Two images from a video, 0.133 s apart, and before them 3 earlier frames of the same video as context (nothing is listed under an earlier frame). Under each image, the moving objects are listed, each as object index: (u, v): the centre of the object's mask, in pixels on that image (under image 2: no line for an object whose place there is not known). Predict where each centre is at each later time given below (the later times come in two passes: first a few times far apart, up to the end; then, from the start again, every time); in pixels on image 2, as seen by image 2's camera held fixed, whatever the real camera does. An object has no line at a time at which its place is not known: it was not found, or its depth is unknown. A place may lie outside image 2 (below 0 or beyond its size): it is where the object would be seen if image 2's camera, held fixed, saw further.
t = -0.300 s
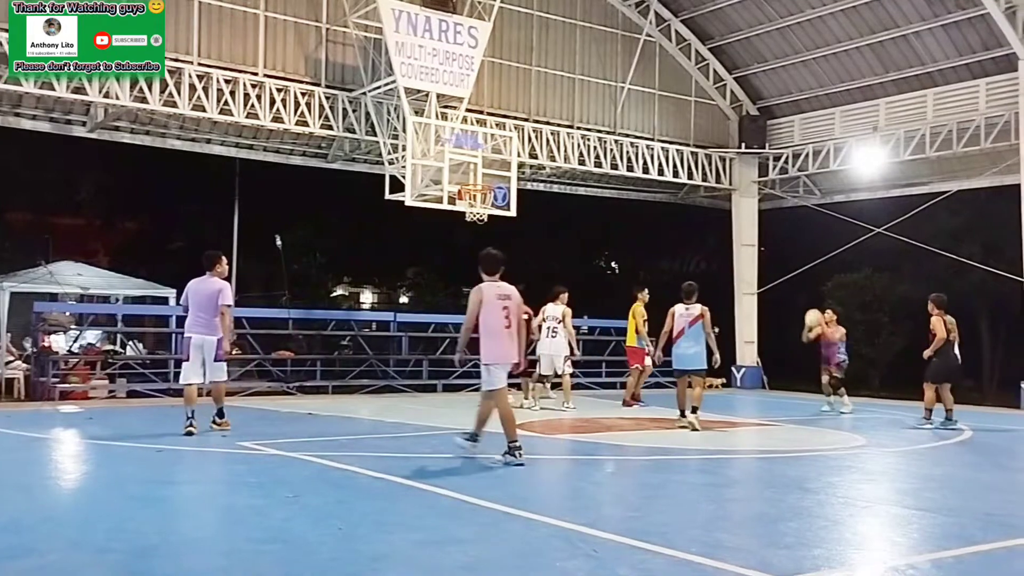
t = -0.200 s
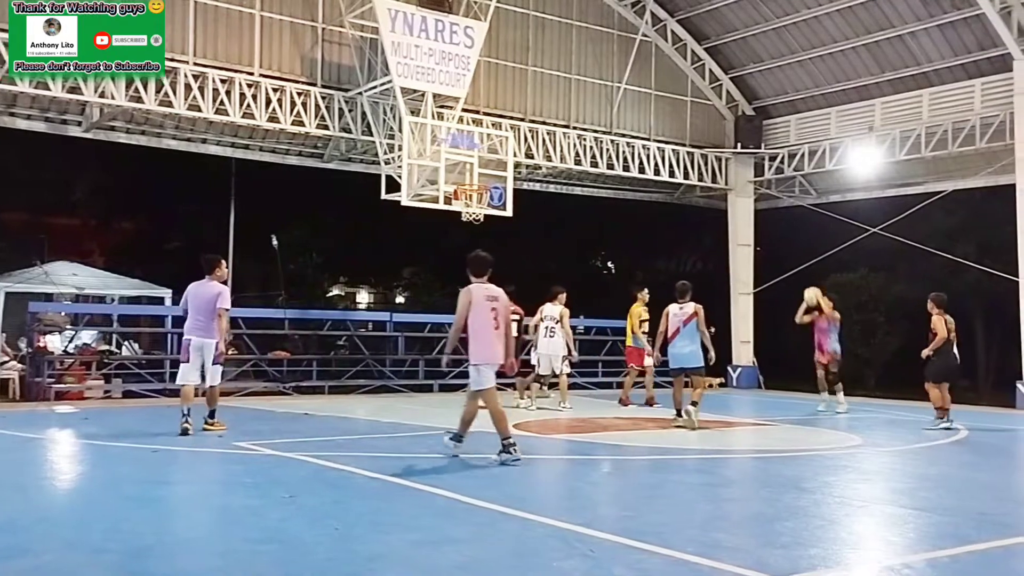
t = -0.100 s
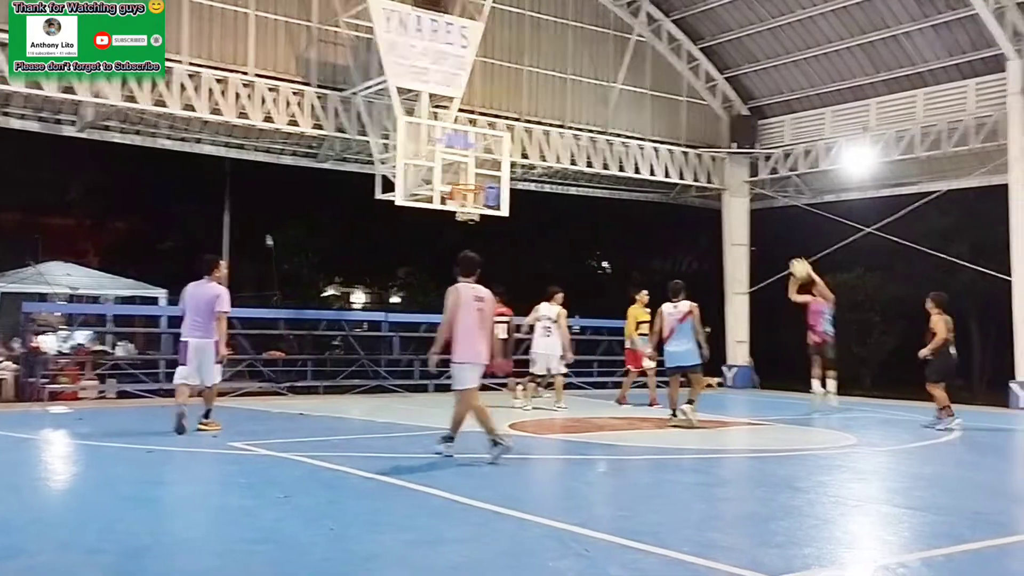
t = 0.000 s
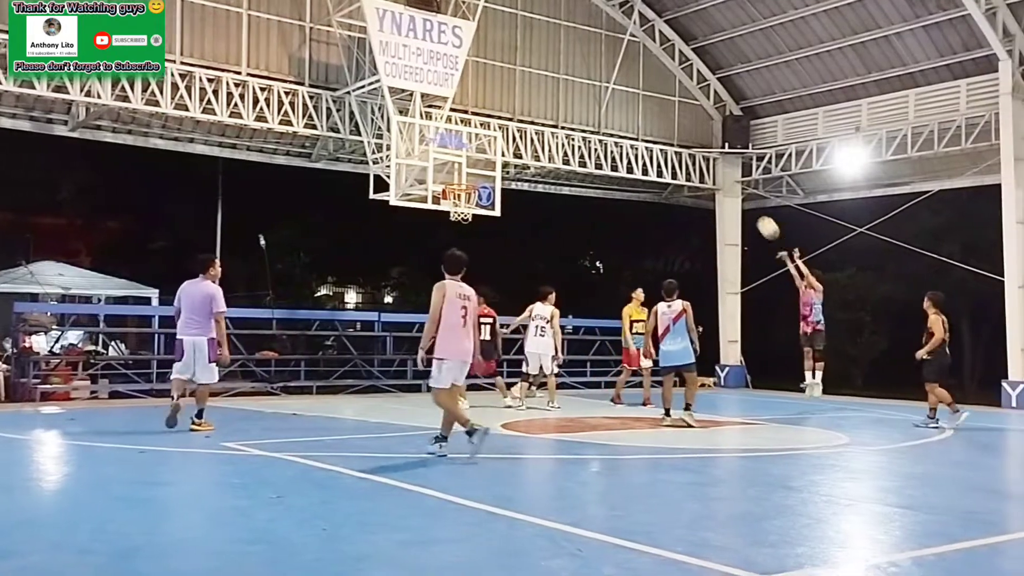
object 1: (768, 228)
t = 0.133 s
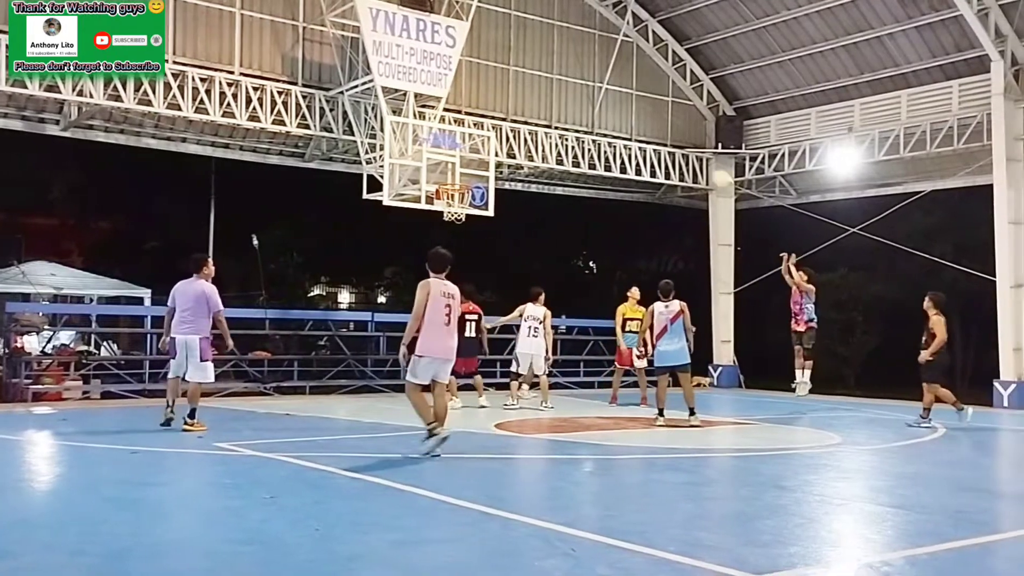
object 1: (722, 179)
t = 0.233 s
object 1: (693, 152)
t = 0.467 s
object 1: (627, 111)
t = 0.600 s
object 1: (590, 106)
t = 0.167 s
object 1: (711, 168)
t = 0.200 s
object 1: (702, 160)
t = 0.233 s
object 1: (693, 152)
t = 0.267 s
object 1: (684, 143)
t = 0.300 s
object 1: (675, 137)
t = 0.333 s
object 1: (665, 130)
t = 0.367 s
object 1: (655, 124)
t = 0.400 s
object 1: (646, 119)
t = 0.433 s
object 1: (637, 115)
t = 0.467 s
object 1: (627, 111)
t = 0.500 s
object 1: (618, 109)
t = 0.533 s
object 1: (609, 107)
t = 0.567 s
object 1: (599, 106)
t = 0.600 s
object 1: (590, 106)
